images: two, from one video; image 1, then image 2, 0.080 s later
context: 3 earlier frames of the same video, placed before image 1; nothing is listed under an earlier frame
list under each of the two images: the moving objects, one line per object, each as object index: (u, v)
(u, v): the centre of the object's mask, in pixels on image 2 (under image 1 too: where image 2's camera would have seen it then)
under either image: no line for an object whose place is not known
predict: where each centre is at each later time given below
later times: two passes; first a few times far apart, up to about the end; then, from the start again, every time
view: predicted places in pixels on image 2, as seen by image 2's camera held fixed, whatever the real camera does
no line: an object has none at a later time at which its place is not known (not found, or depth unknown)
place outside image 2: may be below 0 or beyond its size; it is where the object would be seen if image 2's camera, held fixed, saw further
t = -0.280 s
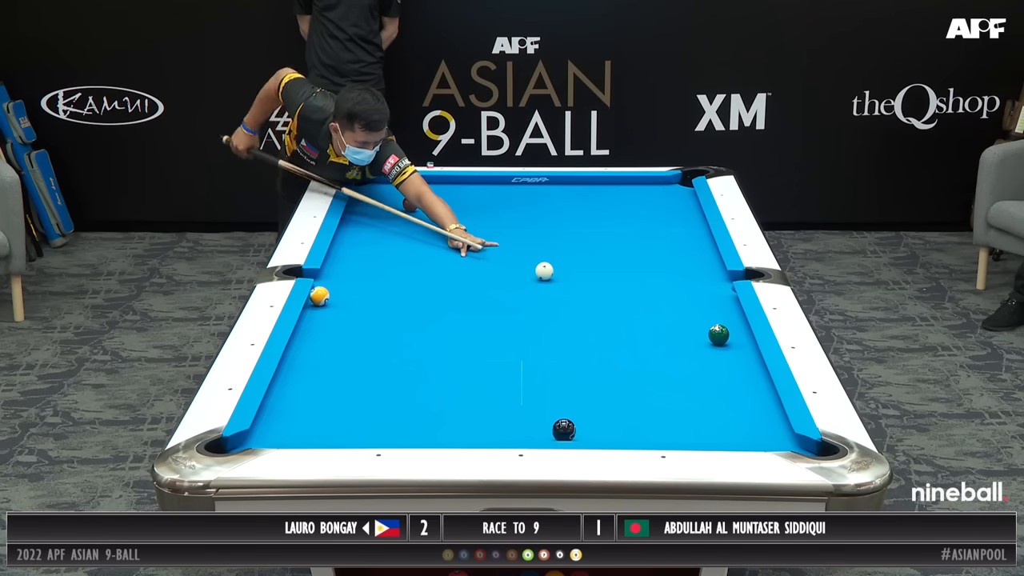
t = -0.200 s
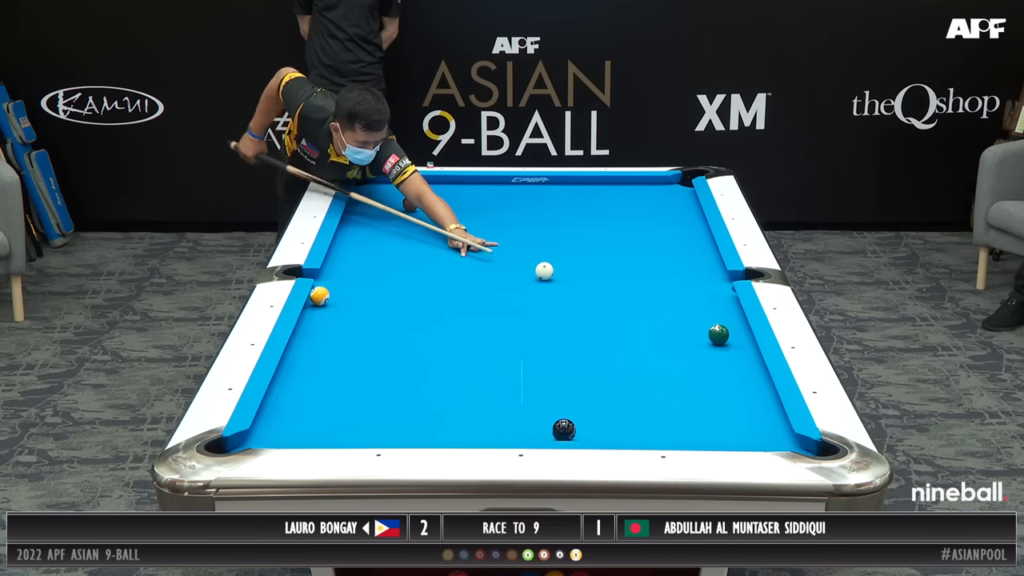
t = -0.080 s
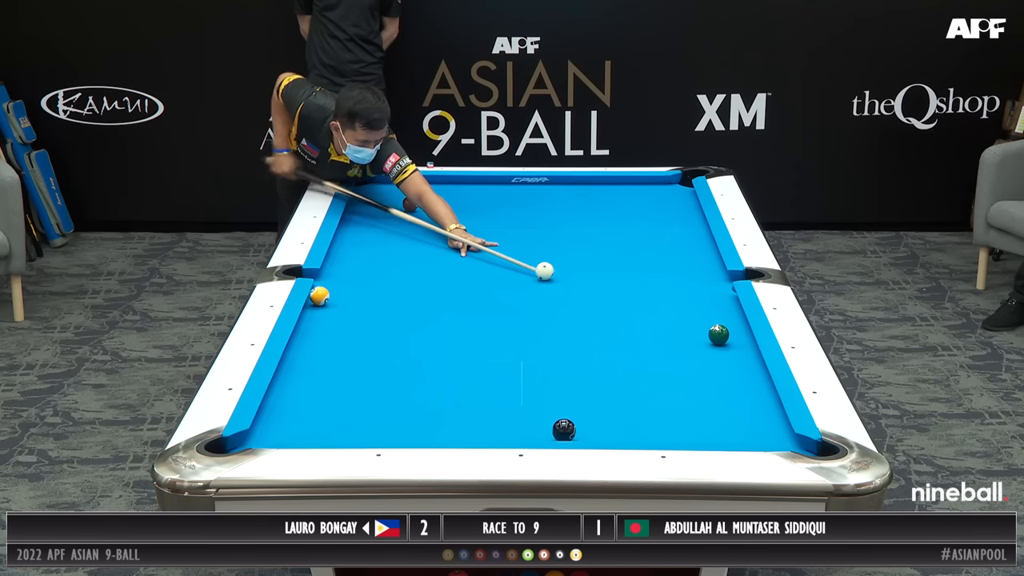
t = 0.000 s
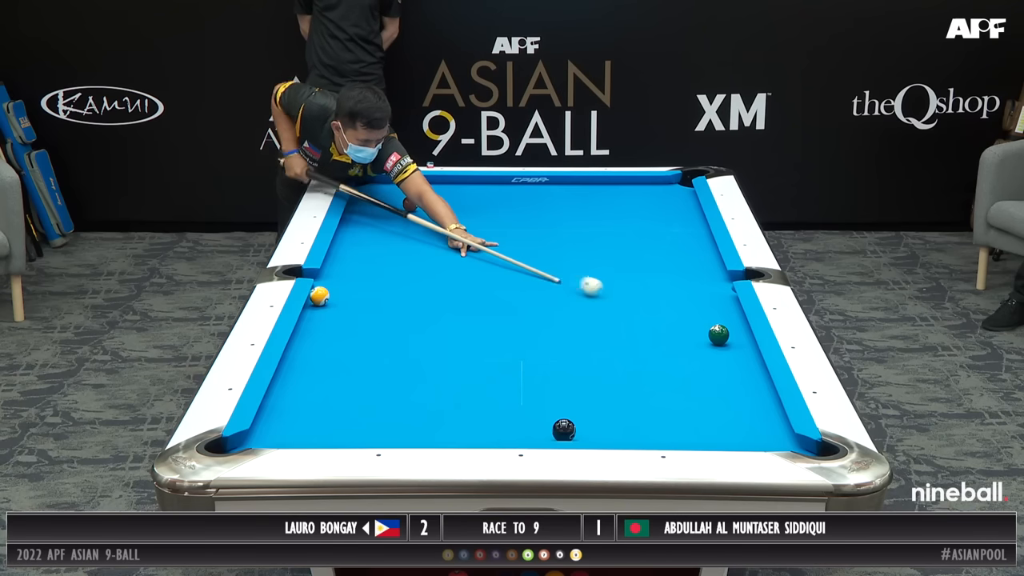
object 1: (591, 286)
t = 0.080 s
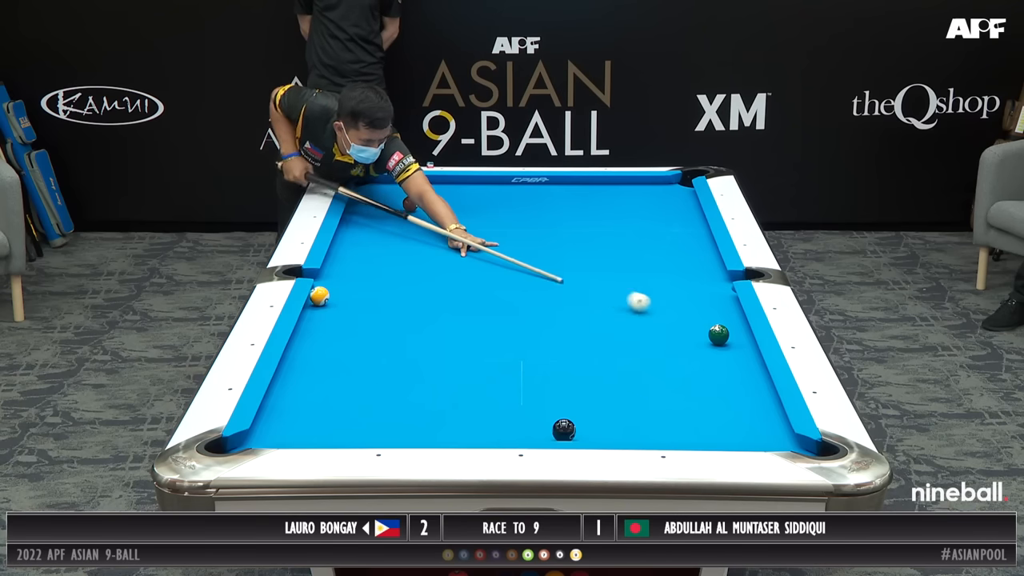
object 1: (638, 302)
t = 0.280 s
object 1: (740, 327)
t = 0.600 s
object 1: (677, 314)
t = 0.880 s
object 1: (630, 304)
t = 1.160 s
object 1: (586, 295)
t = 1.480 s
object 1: (541, 285)
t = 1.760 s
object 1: (505, 277)
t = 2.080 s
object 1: (467, 269)
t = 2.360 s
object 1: (437, 262)
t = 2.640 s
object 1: (409, 256)
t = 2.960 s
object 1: (379, 250)
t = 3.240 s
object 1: (356, 245)
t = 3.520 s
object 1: (343, 241)
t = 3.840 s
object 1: (356, 238)
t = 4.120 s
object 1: (365, 237)
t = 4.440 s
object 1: (373, 235)
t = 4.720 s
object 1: (379, 235)
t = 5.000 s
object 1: (383, 234)
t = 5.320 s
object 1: (385, 233)
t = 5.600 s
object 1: (386, 233)
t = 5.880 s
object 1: (386, 233)
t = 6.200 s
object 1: (386, 233)
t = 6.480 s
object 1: (386, 233)
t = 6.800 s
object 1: (386, 233)
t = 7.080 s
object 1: (386, 233)
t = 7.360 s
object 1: (386, 233)
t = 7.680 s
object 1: (386, 233)
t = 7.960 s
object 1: (386, 233)
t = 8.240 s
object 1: (386, 233)
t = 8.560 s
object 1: (386, 233)
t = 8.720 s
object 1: (386, 233)
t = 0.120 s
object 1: (662, 310)
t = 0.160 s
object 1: (685, 317)
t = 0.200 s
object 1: (706, 323)
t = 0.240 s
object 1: (727, 325)
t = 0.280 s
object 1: (740, 327)
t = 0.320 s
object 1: (730, 325)
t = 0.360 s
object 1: (722, 324)
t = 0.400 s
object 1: (714, 322)
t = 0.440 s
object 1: (706, 321)
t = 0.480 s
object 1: (699, 319)
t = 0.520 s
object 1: (691, 317)
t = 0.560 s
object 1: (684, 316)
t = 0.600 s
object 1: (677, 314)
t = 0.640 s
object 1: (670, 313)
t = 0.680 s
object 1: (663, 311)
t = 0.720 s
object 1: (656, 310)
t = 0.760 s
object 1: (650, 308)
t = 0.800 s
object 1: (643, 307)
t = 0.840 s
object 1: (636, 306)
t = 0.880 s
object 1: (630, 304)
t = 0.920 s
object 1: (623, 303)
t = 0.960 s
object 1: (617, 301)
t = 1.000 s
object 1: (611, 300)
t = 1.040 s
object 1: (604, 299)
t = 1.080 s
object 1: (598, 297)
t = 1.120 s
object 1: (592, 296)
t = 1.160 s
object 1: (586, 295)
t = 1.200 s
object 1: (580, 294)
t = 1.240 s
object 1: (575, 292)
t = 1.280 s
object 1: (569, 291)
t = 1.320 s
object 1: (563, 290)
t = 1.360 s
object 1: (558, 289)
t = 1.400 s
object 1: (552, 287)
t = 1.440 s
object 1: (547, 286)
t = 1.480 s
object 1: (541, 285)
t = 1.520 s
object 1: (536, 284)
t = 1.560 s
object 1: (531, 283)
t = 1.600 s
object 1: (525, 281)
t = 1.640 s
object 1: (520, 280)
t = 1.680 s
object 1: (515, 279)
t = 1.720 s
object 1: (510, 278)
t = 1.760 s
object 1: (505, 277)
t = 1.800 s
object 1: (500, 276)
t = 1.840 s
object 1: (495, 275)
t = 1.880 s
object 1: (491, 274)
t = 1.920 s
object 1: (486, 273)
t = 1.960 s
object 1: (481, 272)
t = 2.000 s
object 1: (476, 271)
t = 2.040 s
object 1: (472, 270)
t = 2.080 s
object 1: (467, 269)
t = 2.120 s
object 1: (463, 268)
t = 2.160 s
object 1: (459, 267)
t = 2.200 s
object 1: (454, 266)
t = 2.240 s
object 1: (450, 265)
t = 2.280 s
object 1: (445, 264)
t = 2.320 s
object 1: (441, 263)
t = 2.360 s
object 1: (437, 262)
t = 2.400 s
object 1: (433, 261)
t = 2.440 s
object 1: (429, 260)
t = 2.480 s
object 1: (424, 260)
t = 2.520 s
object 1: (421, 259)
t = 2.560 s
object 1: (417, 258)
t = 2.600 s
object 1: (413, 257)
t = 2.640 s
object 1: (409, 256)
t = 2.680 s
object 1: (405, 255)
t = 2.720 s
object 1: (401, 255)
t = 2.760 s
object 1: (397, 254)
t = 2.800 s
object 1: (393, 253)
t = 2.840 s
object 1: (390, 252)
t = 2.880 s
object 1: (386, 251)
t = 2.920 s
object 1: (383, 250)
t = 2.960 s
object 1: (379, 250)
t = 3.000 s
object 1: (376, 249)
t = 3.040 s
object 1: (372, 248)
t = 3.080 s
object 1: (369, 247)
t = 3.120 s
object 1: (365, 247)
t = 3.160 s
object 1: (362, 246)
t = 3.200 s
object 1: (359, 246)
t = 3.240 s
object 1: (356, 245)
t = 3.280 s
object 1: (353, 244)
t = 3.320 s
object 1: (349, 243)
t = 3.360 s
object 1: (346, 243)
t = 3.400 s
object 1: (343, 242)
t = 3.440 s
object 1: (340, 241)
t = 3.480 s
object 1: (342, 241)
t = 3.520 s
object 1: (343, 241)
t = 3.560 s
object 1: (345, 240)
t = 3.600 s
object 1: (347, 240)
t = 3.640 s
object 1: (348, 240)
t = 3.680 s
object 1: (350, 240)
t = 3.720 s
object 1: (352, 239)
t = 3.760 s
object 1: (353, 239)
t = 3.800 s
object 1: (355, 239)
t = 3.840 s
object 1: (356, 238)
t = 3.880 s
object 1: (358, 238)
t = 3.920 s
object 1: (359, 238)
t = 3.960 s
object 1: (360, 238)
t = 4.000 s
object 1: (362, 237)
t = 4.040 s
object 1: (363, 237)
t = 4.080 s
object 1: (364, 237)
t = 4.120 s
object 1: (365, 237)
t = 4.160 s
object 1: (366, 237)
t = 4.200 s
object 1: (367, 236)
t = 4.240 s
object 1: (369, 236)
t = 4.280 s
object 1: (370, 236)
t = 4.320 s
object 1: (371, 236)
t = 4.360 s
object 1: (372, 236)
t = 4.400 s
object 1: (373, 236)
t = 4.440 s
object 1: (373, 235)
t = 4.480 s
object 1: (374, 235)
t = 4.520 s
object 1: (375, 235)
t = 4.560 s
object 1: (376, 235)
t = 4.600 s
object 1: (377, 235)
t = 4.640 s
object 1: (378, 235)
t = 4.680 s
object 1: (378, 235)
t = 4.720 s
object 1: (379, 235)
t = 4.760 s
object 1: (380, 234)
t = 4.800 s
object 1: (380, 234)
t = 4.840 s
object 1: (381, 234)
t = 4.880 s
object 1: (381, 234)
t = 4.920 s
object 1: (382, 234)
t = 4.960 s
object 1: (382, 234)
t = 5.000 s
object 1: (383, 234)
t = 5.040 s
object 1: (383, 234)
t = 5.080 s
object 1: (383, 233)
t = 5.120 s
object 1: (384, 233)
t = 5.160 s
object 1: (384, 233)
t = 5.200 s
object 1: (385, 233)
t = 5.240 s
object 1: (385, 233)
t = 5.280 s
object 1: (385, 233)
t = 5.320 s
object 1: (385, 233)
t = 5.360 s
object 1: (386, 233)
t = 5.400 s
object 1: (386, 233)
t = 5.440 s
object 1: (386, 233)
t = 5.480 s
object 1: (386, 233)
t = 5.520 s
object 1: (386, 233)
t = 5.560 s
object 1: (386, 233)
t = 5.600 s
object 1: (386, 233)
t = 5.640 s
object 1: (386, 233)
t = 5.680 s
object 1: (386, 233)
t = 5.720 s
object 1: (386, 233)
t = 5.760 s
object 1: (386, 233)
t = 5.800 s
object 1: (386, 233)
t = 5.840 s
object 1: (386, 233)
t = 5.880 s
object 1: (386, 233)
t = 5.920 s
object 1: (386, 233)
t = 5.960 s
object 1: (386, 233)
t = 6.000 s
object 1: (386, 233)
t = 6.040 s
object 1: (386, 233)
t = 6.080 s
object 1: (386, 233)
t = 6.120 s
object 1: (386, 233)
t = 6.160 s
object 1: (386, 233)
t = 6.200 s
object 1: (386, 233)
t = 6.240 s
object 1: (386, 233)
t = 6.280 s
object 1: (386, 233)
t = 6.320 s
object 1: (386, 233)
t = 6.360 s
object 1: (386, 233)
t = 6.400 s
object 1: (386, 233)
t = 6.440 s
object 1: (386, 233)
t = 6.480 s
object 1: (386, 233)
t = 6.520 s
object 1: (386, 233)
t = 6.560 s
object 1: (386, 233)
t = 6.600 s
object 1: (386, 233)
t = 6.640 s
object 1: (386, 233)
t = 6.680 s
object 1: (386, 233)
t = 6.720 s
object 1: (386, 233)
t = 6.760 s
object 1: (386, 233)
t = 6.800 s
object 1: (386, 233)
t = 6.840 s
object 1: (386, 233)
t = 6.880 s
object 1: (386, 233)
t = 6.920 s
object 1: (386, 233)
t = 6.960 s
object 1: (386, 233)
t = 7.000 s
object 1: (386, 233)
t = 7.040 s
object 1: (386, 233)
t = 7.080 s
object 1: (386, 233)
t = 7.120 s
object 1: (386, 233)
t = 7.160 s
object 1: (386, 233)
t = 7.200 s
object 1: (386, 233)
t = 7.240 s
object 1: (386, 233)
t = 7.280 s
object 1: (386, 233)
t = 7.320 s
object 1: (386, 233)
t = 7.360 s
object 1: (386, 233)
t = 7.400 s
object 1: (386, 233)
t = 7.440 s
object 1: (386, 233)
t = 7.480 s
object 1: (386, 233)
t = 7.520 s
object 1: (386, 233)
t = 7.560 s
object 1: (386, 233)
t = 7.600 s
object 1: (386, 233)
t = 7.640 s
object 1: (386, 233)
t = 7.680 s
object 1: (386, 233)
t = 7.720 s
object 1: (386, 233)
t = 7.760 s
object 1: (386, 233)
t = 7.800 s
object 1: (386, 233)
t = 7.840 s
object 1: (386, 233)
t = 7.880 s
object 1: (386, 233)
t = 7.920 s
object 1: (386, 233)
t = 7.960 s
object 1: (386, 233)
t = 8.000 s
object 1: (386, 233)
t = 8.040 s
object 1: (386, 233)
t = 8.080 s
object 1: (386, 233)
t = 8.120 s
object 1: (386, 233)
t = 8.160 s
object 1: (386, 233)
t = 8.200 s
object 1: (386, 233)
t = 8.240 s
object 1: (386, 233)
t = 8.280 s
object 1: (386, 233)
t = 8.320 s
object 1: (386, 233)
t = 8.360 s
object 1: (386, 233)
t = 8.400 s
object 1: (386, 233)
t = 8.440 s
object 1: (386, 233)
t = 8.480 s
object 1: (386, 233)
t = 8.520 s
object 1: (386, 233)
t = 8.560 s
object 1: (386, 233)
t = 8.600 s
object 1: (386, 233)
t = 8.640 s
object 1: (386, 233)
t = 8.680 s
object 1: (386, 233)
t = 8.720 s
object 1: (386, 233)
